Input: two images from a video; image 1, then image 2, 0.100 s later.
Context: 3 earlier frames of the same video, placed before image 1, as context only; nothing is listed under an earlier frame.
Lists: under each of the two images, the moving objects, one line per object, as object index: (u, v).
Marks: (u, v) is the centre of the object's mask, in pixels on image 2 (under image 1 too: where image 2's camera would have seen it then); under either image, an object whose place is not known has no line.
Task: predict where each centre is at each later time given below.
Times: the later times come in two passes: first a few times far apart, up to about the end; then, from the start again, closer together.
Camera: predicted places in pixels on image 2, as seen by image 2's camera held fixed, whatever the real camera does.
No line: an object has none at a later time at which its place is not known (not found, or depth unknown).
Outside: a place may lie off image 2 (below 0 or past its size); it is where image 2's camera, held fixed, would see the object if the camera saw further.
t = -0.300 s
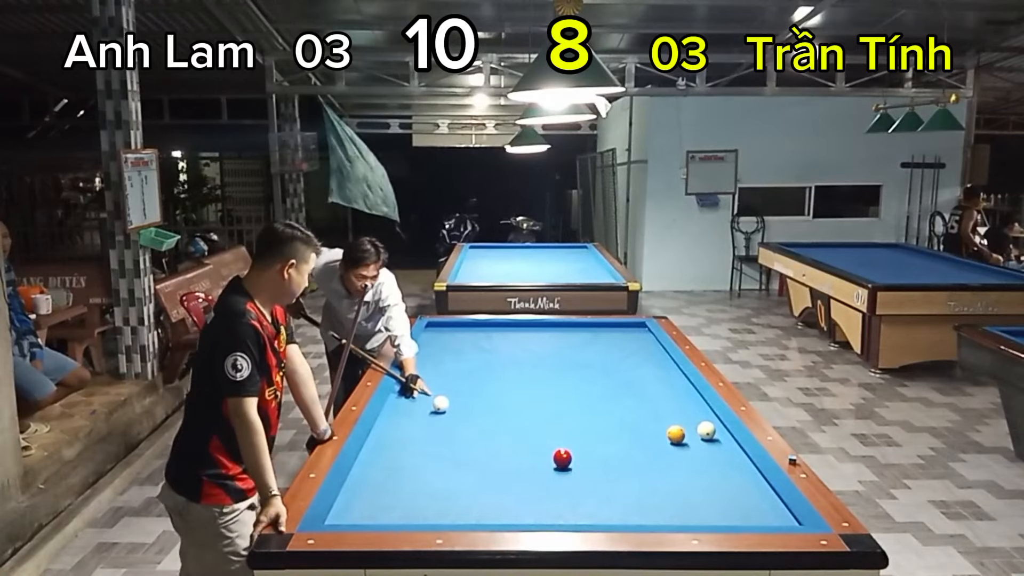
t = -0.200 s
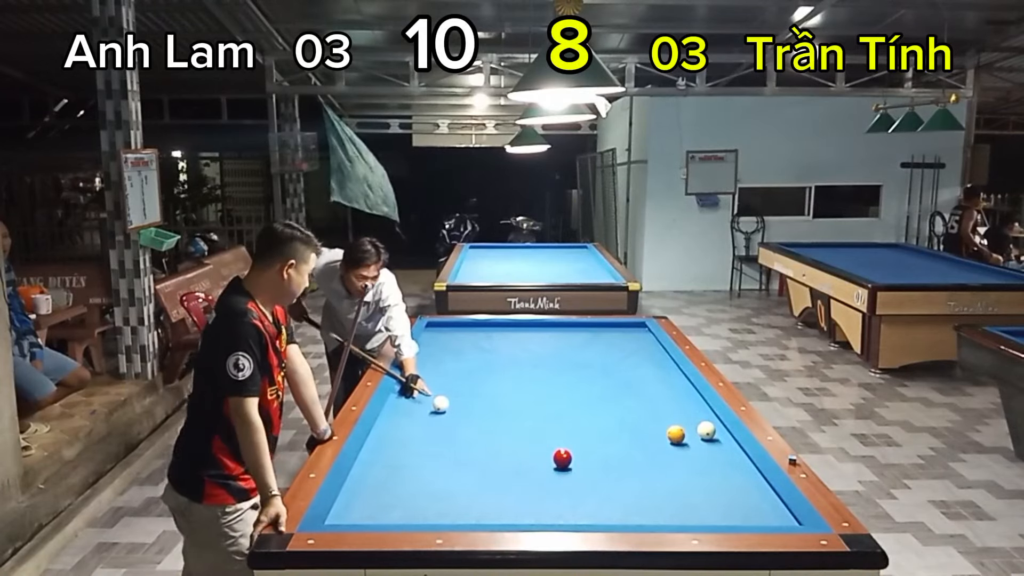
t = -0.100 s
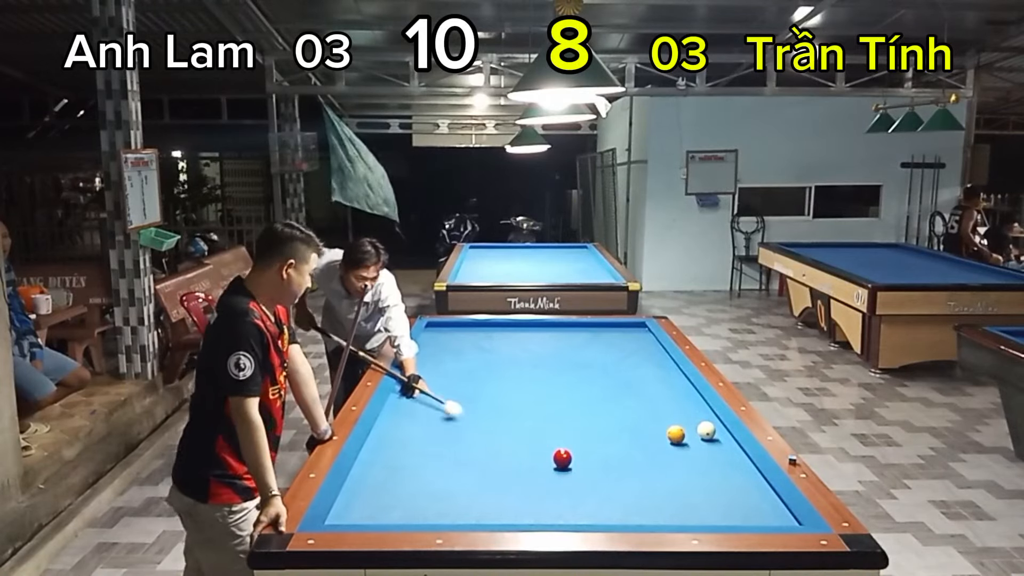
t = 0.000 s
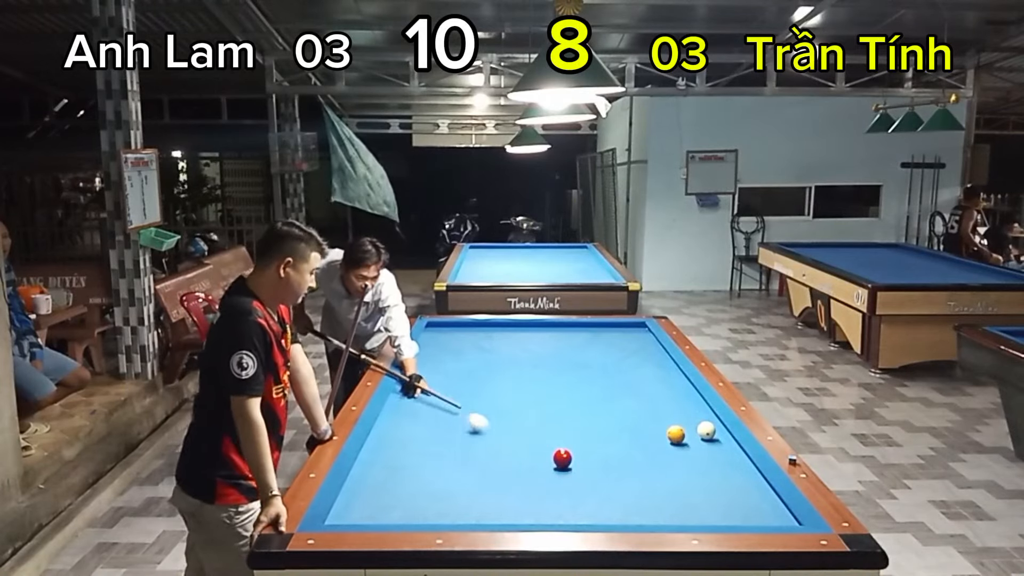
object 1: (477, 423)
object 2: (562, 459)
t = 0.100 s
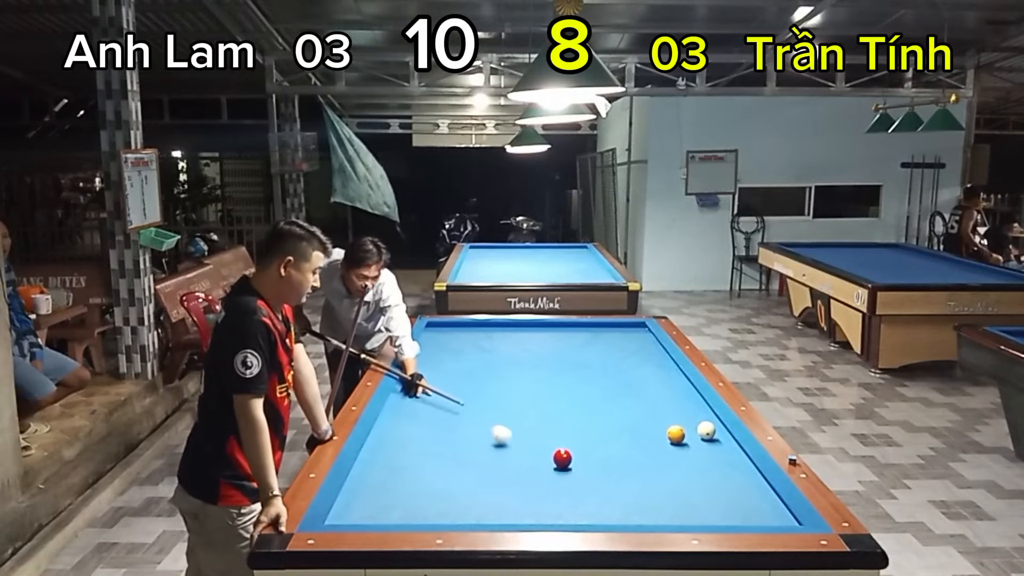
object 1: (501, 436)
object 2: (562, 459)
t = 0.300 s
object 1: (543, 459)
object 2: (568, 460)
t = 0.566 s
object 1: (552, 490)
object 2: (624, 465)
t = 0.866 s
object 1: (575, 514)
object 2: (685, 471)
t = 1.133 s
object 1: (610, 498)
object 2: (740, 477)
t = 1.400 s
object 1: (642, 482)
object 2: (737, 481)
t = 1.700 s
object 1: (673, 466)
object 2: (707, 486)
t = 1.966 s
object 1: (699, 454)
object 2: (681, 490)
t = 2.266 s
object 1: (724, 441)
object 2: (652, 494)
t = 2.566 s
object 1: (715, 435)
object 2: (624, 498)
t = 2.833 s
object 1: (709, 434)
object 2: (600, 502)
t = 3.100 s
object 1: (705, 432)
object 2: (575, 506)
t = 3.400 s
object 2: (549, 509)
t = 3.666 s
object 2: (525, 512)
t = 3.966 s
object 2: (500, 514)
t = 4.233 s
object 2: (477, 516)
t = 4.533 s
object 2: (454, 517)
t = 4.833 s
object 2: (435, 516)
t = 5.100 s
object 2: (420, 515)
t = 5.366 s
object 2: (405, 514)
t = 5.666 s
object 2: (390, 513)
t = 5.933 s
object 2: (378, 512)
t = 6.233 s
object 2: (364, 511)
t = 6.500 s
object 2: (354, 510)
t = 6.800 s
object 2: (343, 509)
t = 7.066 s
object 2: (349, 508)
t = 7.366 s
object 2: (354, 507)
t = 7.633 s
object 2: (357, 507)
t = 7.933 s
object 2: (359, 506)
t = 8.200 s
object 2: (360, 506)
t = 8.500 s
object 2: (360, 506)
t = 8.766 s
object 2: (360, 506)
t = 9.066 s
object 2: (360, 506)
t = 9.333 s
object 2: (360, 506)
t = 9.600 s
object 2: (360, 506)
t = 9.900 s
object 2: (360, 506)
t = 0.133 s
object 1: (509, 440)
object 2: (562, 459)
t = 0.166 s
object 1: (517, 443)
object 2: (562, 459)
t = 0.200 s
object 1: (525, 447)
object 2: (562, 459)
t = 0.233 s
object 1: (532, 451)
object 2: (562, 459)
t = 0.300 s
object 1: (543, 459)
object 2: (568, 460)
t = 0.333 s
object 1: (543, 462)
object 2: (576, 460)
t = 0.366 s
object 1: (543, 466)
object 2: (584, 461)
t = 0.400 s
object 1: (544, 470)
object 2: (591, 462)
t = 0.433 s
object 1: (546, 474)
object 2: (598, 463)
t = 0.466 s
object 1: (547, 478)
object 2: (604, 463)
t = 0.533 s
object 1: (551, 486)
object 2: (618, 465)
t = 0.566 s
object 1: (552, 490)
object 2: (624, 465)
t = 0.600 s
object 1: (554, 495)
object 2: (631, 466)
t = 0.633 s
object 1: (556, 500)
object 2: (638, 467)
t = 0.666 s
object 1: (558, 504)
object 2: (644, 467)
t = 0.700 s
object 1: (559, 508)
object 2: (651, 468)
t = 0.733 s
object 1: (561, 512)
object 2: (658, 468)
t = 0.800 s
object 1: (565, 516)
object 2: (671, 470)
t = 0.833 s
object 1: (570, 516)
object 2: (678, 470)
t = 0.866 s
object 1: (575, 514)
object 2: (685, 471)
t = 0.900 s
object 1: (580, 512)
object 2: (692, 472)
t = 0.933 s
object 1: (584, 511)
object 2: (699, 473)
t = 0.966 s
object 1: (589, 509)
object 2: (705, 473)
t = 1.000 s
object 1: (594, 506)
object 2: (712, 474)
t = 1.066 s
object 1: (602, 502)
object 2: (726, 475)
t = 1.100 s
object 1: (606, 500)
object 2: (733, 476)
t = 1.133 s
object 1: (610, 498)
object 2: (740, 477)
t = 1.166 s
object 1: (615, 495)
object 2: (747, 477)
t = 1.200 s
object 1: (619, 493)
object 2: (754, 478)
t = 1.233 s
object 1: (622, 491)
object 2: (754, 478)
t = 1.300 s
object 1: (630, 487)
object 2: (746, 480)
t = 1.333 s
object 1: (634, 485)
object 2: (743, 481)
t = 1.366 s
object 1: (638, 484)
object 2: (740, 481)
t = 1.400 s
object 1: (642, 482)
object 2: (737, 481)
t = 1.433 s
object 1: (646, 480)
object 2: (733, 482)
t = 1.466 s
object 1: (649, 478)
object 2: (730, 483)
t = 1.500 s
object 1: (653, 476)
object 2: (727, 483)
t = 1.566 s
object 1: (660, 473)
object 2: (720, 484)
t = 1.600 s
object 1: (663, 471)
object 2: (717, 484)
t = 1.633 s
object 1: (667, 469)
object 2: (714, 485)
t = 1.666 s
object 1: (670, 468)
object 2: (710, 485)
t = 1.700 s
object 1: (673, 466)
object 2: (707, 486)
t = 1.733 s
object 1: (677, 465)
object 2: (704, 486)
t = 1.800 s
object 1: (683, 461)
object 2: (697, 487)
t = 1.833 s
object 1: (687, 460)
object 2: (694, 488)
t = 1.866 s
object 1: (690, 458)
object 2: (691, 488)
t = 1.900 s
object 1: (693, 457)
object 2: (688, 489)
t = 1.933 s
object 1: (696, 455)
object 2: (684, 489)
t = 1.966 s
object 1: (699, 454)
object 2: (681, 490)
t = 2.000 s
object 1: (702, 452)
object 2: (678, 490)
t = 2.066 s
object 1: (708, 450)
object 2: (672, 491)
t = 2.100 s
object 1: (711, 448)
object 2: (668, 491)
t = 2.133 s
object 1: (714, 446)
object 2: (665, 492)
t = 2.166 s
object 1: (716, 445)
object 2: (662, 492)
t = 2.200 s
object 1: (719, 444)
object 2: (659, 493)
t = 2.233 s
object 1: (722, 443)
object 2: (656, 493)
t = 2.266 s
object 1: (724, 441)
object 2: (652, 494)
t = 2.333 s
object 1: (724, 439)
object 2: (646, 495)
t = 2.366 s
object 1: (721, 437)
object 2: (643, 496)
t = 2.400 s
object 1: (719, 436)
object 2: (640, 496)
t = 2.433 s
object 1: (718, 436)
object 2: (637, 496)
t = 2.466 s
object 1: (717, 436)
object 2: (633, 497)
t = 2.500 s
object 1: (717, 435)
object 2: (630, 497)
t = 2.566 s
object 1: (715, 435)
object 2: (624, 498)
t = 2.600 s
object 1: (714, 435)
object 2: (621, 498)
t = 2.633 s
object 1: (714, 434)
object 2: (618, 499)
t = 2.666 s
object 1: (713, 434)
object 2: (615, 499)
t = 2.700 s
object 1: (712, 434)
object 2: (612, 500)
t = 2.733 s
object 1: (712, 434)
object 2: (609, 501)
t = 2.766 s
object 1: (711, 434)
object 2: (606, 501)
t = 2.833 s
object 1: (709, 434)
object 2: (600, 502)
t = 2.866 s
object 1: (709, 433)
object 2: (597, 502)
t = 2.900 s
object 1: (708, 433)
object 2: (594, 503)
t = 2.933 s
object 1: (708, 433)
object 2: (590, 503)
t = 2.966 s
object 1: (707, 433)
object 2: (587, 504)
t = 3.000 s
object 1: (706, 433)
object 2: (584, 504)
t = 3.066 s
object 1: (705, 432)
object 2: (578, 505)
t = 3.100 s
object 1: (705, 432)
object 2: (575, 506)
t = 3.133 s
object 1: (704, 432)
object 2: (572, 506)
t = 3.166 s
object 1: (704, 432)
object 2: (570, 506)
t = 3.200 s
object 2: (566, 507)
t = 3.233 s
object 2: (563, 507)
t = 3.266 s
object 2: (560, 508)
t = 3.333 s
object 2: (555, 509)
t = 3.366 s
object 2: (552, 509)
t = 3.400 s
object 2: (549, 509)
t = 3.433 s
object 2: (546, 510)
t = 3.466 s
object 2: (543, 510)
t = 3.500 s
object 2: (540, 511)
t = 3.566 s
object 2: (534, 511)
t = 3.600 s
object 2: (531, 511)
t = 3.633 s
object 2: (528, 512)
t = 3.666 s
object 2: (525, 512)
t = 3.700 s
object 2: (522, 512)
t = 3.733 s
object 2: (519, 512)
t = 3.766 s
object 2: (517, 513)
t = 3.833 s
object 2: (511, 513)
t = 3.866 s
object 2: (508, 514)
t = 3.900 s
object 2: (505, 514)
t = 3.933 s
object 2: (503, 514)
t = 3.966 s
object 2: (500, 514)
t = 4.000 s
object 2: (497, 515)
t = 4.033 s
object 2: (494, 515)
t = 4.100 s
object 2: (488, 515)
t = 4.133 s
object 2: (486, 515)
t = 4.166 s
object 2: (483, 516)
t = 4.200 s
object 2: (480, 516)
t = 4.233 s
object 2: (477, 516)
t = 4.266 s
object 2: (474, 516)
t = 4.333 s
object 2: (469, 517)
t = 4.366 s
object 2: (466, 517)
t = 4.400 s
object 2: (463, 517)
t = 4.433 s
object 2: (461, 517)
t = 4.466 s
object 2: (458, 517)
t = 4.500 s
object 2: (456, 517)
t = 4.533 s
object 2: (454, 517)
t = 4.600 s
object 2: (450, 517)
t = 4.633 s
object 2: (448, 517)
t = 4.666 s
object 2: (446, 517)
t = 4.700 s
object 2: (443, 516)
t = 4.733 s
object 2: (441, 516)
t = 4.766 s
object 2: (439, 516)
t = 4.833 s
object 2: (435, 516)
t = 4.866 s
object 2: (433, 516)
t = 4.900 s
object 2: (431, 516)
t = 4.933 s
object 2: (429, 516)
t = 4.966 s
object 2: (427, 515)
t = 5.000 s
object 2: (425, 515)
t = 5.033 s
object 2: (424, 515)
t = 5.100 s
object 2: (420, 515)
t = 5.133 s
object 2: (418, 515)
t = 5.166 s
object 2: (416, 515)
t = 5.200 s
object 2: (414, 515)
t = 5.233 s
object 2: (413, 515)
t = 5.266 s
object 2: (411, 515)
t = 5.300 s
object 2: (409, 515)
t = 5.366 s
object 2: (405, 514)
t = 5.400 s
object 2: (403, 514)
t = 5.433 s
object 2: (402, 514)
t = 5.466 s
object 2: (400, 514)
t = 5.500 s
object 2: (398, 514)
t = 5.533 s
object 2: (397, 514)
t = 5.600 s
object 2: (393, 513)
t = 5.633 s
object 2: (391, 514)
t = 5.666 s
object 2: (390, 513)
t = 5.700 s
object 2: (388, 513)
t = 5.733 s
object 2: (386, 513)
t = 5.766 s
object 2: (385, 513)
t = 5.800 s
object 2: (383, 513)
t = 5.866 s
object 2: (380, 512)
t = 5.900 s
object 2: (379, 512)
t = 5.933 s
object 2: (378, 512)
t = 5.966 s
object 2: (376, 512)
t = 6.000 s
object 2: (374, 512)
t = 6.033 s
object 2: (373, 512)
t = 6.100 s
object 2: (370, 512)
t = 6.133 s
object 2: (369, 511)
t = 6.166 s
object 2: (367, 512)
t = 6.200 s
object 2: (366, 511)
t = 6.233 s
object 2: (364, 511)
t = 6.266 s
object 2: (363, 511)
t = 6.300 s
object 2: (362, 511)
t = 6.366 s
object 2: (359, 511)
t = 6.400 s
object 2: (357, 511)
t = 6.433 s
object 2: (356, 511)
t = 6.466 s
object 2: (355, 510)
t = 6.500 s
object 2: (354, 510)
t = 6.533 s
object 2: (352, 510)
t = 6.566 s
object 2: (351, 510)
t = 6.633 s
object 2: (349, 510)
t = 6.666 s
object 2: (348, 510)
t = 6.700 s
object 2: (346, 510)
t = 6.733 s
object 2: (345, 509)
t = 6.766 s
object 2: (344, 509)
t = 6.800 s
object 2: (343, 509)
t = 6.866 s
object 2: (345, 509)
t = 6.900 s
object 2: (346, 508)
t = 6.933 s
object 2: (346, 508)
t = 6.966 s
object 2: (347, 508)
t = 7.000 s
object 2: (348, 508)
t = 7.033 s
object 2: (348, 508)
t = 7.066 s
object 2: (349, 508)
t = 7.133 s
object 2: (350, 508)
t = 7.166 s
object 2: (351, 508)
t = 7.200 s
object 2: (352, 508)
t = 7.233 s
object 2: (352, 508)
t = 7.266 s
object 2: (353, 508)
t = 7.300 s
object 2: (353, 508)
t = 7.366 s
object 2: (354, 507)
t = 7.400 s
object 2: (355, 507)
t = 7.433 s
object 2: (355, 507)
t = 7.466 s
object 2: (356, 507)
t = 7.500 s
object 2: (356, 507)
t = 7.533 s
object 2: (356, 507)
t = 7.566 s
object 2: (357, 507)
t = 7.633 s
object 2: (357, 507)
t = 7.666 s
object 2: (358, 507)
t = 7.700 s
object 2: (358, 507)
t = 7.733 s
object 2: (358, 506)
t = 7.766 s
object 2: (359, 506)
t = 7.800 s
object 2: (359, 506)
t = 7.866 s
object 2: (359, 506)
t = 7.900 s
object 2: (359, 506)
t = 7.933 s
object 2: (359, 506)
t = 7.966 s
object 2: (360, 506)
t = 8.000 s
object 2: (360, 506)
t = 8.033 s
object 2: (360, 506)
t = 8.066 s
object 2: (360, 506)
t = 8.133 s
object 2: (360, 506)
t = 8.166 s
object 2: (360, 506)
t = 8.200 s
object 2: (360, 506)
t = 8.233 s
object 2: (360, 506)
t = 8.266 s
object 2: (360, 506)
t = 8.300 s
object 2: (360, 506)
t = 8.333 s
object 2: (360, 506)
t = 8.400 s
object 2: (360, 506)
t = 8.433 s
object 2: (360, 506)
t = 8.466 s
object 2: (360, 506)
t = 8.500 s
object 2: (360, 506)
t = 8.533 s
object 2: (360, 506)
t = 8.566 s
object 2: (360, 506)
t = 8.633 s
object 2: (360, 506)
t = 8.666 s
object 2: (360, 506)
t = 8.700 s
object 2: (360, 506)
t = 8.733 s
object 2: (360, 506)
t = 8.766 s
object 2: (360, 506)
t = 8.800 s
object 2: (360, 506)
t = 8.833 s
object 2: (360, 506)
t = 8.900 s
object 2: (360, 506)
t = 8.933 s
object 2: (360, 506)
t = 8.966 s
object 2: (360, 506)
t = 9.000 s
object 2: (360, 506)
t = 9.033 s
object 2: (360, 506)
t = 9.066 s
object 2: (360, 506)
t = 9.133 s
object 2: (360, 506)
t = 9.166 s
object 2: (360, 506)
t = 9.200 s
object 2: (360, 506)
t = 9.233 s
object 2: (360, 506)
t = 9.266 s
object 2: (360, 506)
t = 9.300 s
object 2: (360, 506)
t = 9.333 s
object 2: (360, 506)
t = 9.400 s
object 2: (360, 506)
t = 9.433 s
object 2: (360, 506)
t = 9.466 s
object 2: (360, 506)
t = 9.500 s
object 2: (360, 506)
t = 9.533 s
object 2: (360, 506)
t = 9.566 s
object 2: (360, 506)
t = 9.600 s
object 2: (360, 506)
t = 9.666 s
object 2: (360, 506)
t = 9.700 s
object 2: (360, 506)
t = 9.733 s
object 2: (360, 506)
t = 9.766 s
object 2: (360, 506)
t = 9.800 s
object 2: (360, 506)
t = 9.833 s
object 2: (360, 506)
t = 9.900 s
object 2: (360, 506)
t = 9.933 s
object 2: (360, 506)
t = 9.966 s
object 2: (359, 506)
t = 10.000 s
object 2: (360, 506)
